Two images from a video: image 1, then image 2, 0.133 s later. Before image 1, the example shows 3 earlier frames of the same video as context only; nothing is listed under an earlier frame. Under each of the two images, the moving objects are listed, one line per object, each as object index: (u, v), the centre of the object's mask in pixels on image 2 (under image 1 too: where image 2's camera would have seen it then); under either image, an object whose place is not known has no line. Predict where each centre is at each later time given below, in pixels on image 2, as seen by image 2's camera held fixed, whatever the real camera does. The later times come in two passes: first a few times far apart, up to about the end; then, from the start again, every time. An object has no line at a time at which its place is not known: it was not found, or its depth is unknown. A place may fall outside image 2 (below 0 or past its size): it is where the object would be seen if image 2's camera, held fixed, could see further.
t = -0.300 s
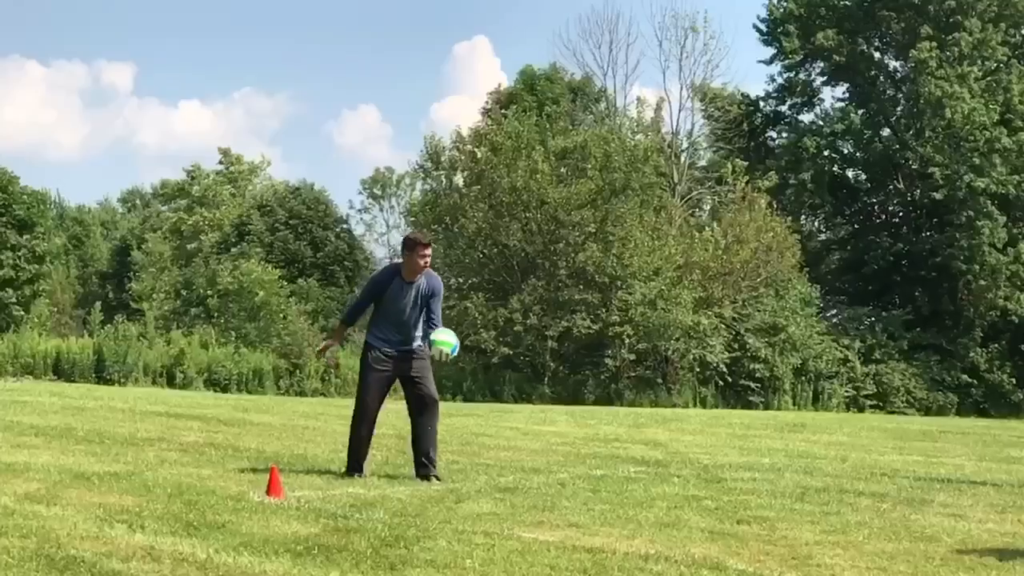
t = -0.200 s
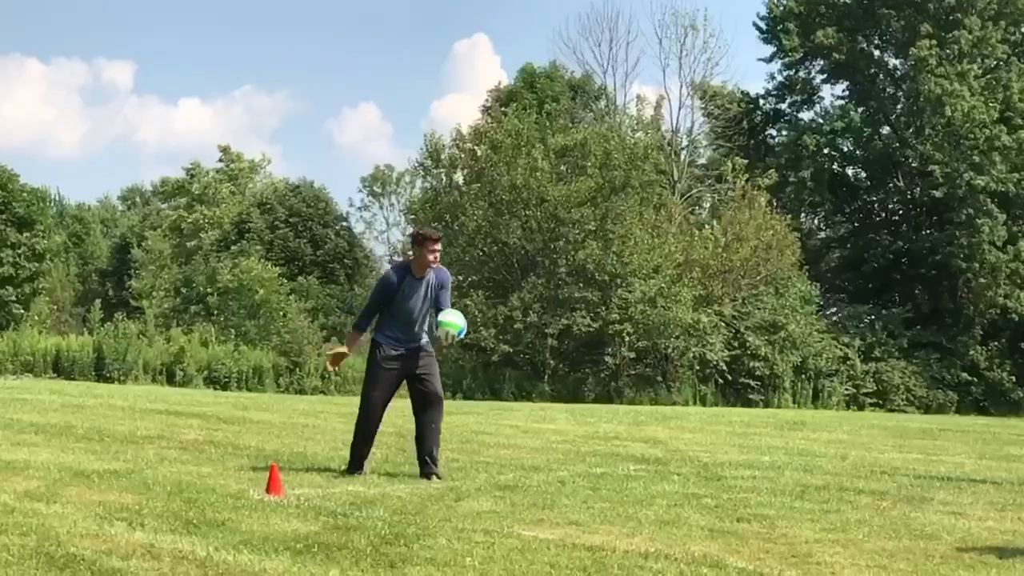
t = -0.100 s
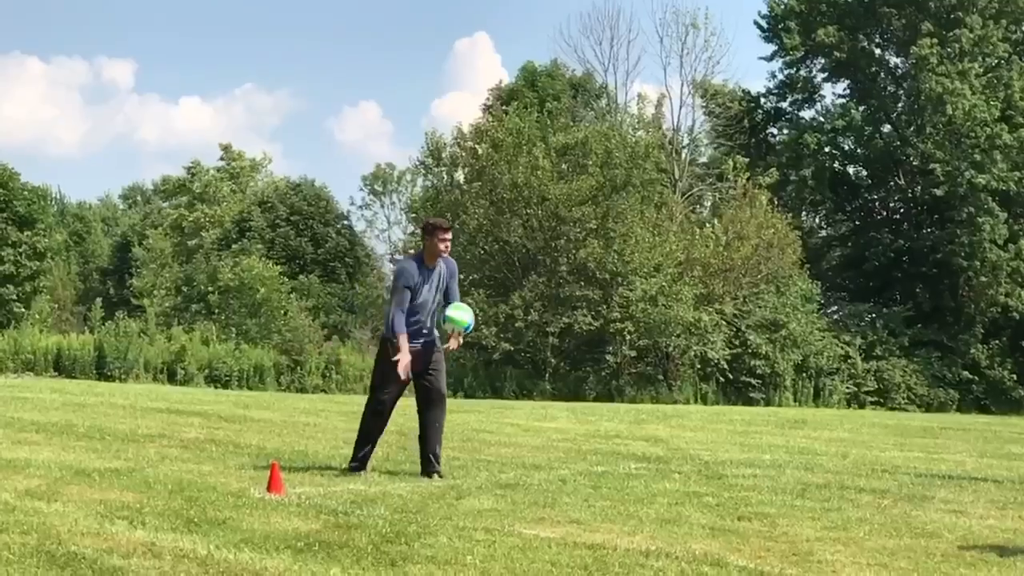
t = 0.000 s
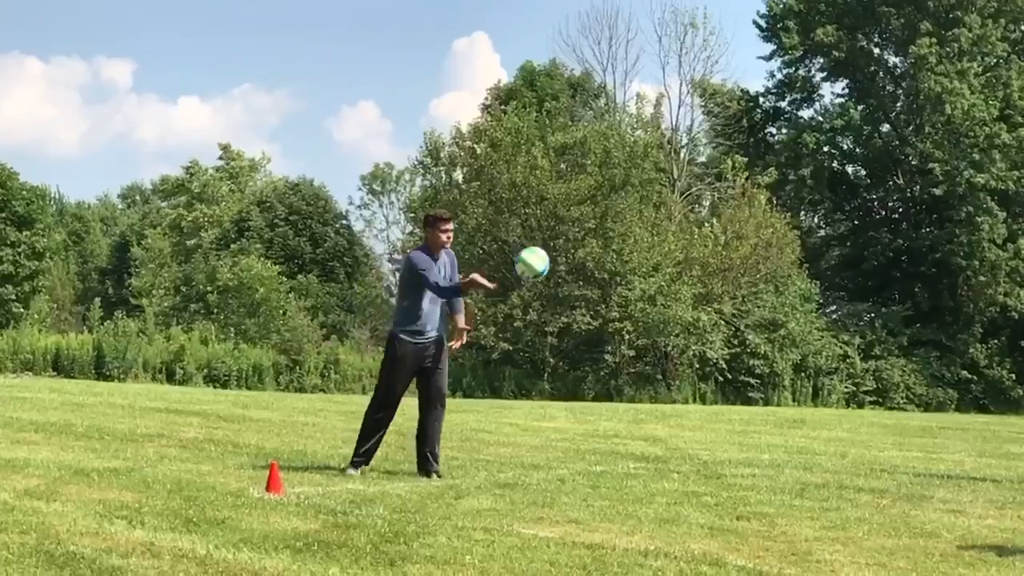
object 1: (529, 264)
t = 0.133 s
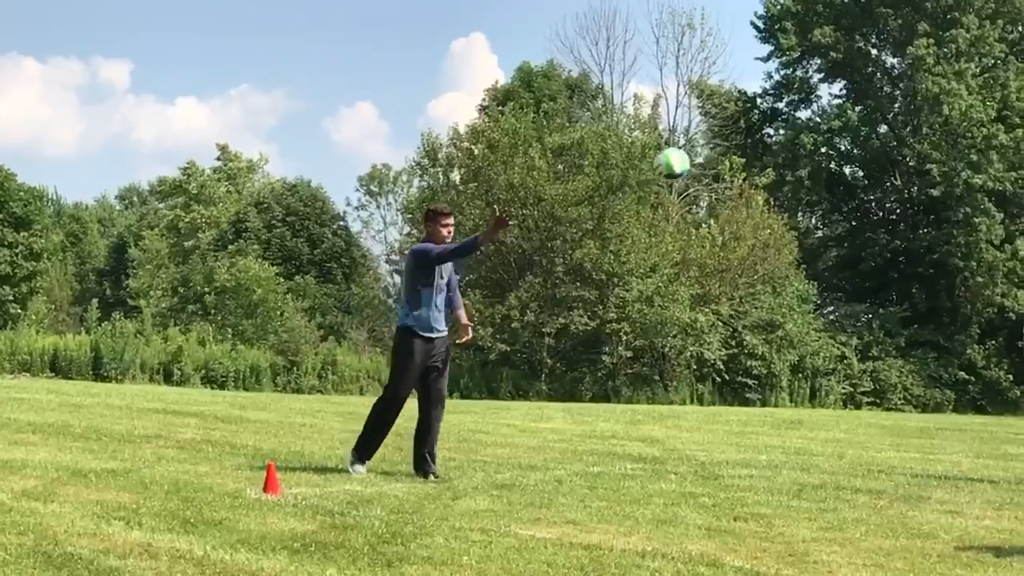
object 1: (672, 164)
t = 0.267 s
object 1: (767, 105)
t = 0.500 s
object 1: (868, 47)
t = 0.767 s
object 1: (924, 18)
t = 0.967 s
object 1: (966, 5)
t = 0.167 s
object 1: (704, 143)
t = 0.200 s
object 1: (723, 131)
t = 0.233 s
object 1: (748, 116)
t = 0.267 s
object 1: (767, 105)
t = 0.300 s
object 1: (788, 93)
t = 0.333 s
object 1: (801, 85)
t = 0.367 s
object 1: (814, 78)
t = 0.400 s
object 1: (834, 67)
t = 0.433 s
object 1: (847, 59)
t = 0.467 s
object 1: (861, 51)
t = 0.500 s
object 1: (868, 47)
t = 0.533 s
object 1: (875, 44)
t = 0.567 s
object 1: (882, 40)
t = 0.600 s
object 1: (888, 37)
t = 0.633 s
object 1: (895, 33)
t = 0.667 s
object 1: (902, 30)
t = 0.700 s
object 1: (909, 25)
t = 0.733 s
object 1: (917, 22)
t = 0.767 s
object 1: (924, 18)
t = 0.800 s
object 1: (931, 15)
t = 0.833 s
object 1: (938, 13)
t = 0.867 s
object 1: (945, 11)
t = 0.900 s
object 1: (952, 9)
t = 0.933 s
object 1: (958, 7)
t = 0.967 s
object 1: (966, 5)
